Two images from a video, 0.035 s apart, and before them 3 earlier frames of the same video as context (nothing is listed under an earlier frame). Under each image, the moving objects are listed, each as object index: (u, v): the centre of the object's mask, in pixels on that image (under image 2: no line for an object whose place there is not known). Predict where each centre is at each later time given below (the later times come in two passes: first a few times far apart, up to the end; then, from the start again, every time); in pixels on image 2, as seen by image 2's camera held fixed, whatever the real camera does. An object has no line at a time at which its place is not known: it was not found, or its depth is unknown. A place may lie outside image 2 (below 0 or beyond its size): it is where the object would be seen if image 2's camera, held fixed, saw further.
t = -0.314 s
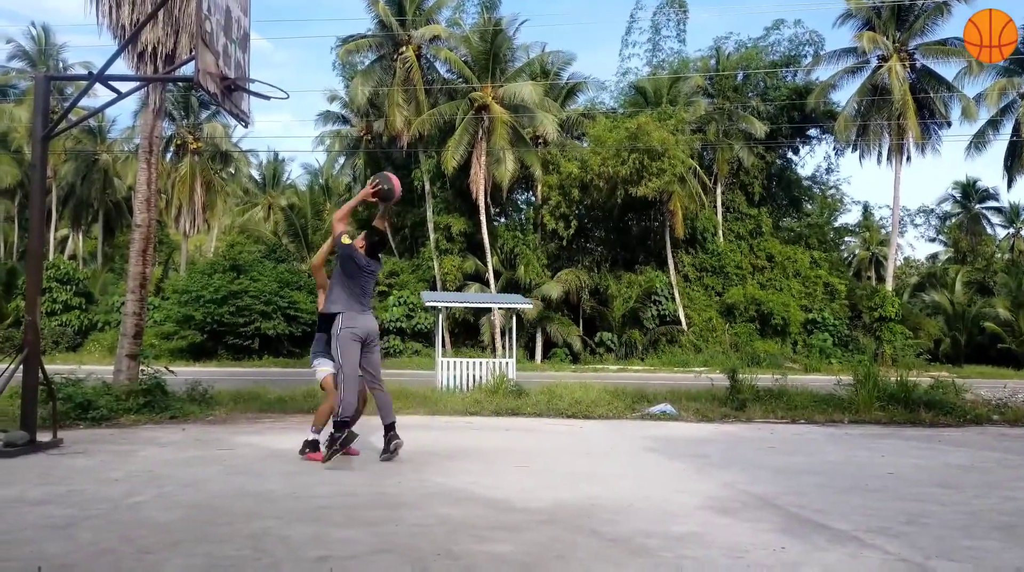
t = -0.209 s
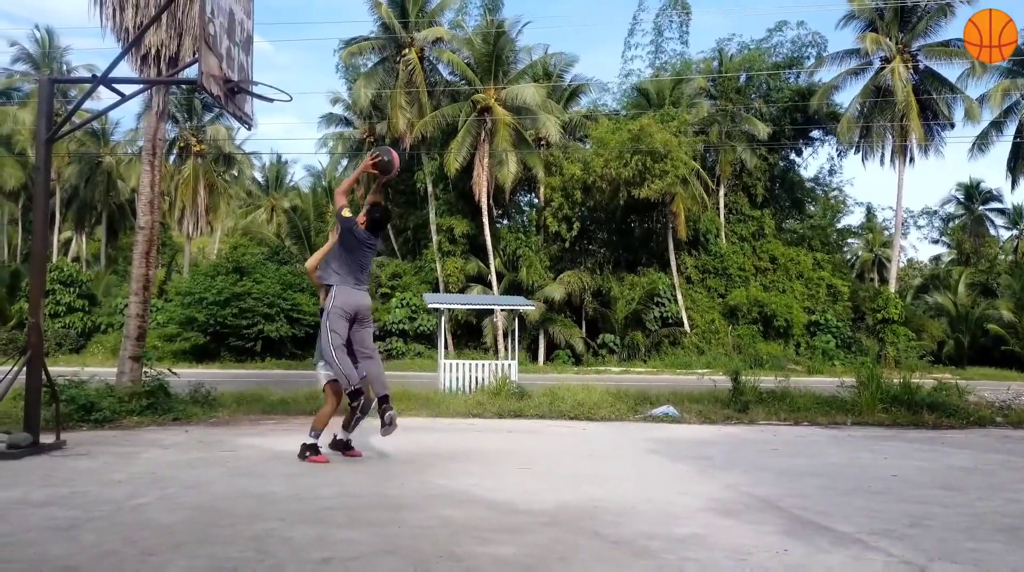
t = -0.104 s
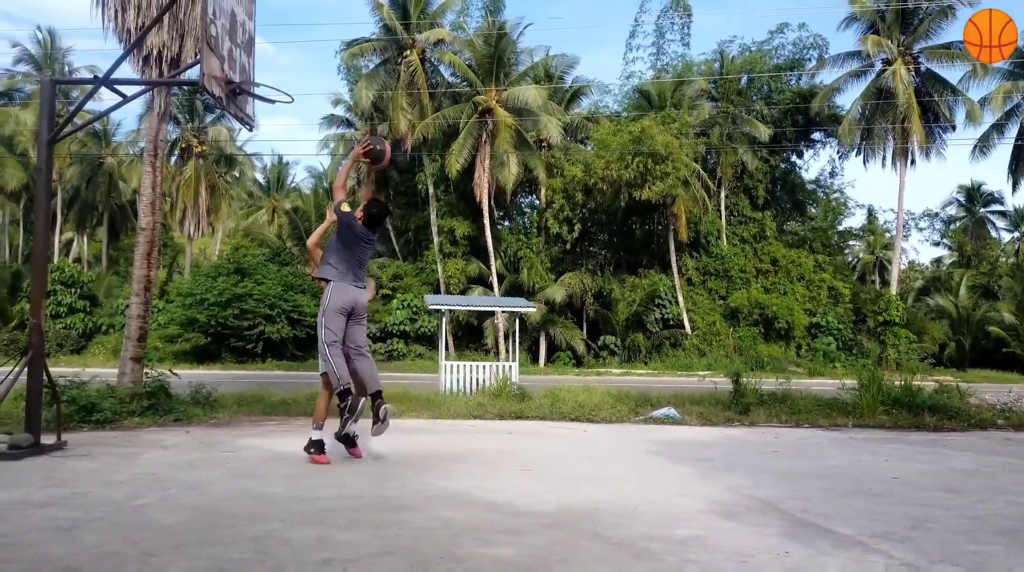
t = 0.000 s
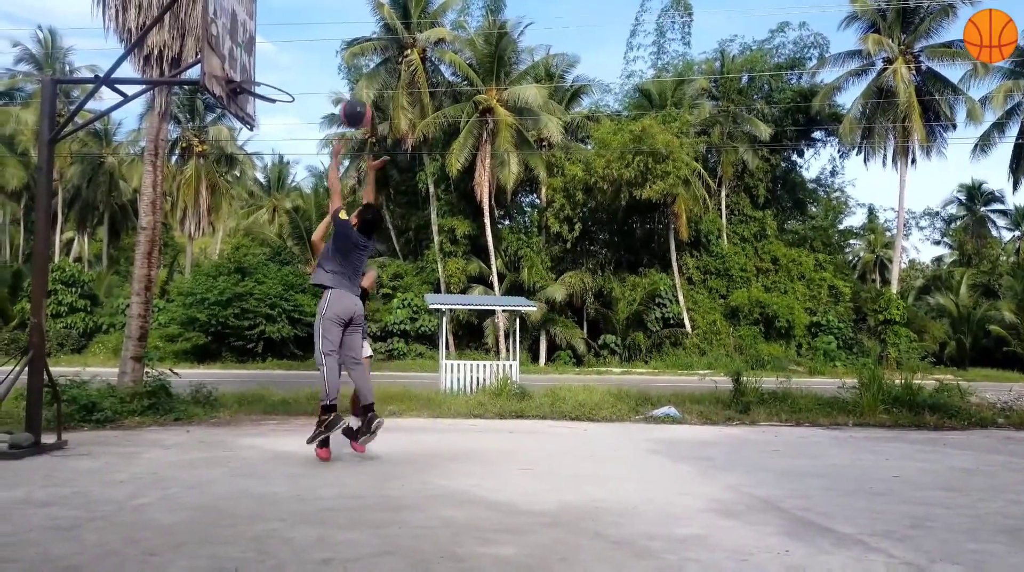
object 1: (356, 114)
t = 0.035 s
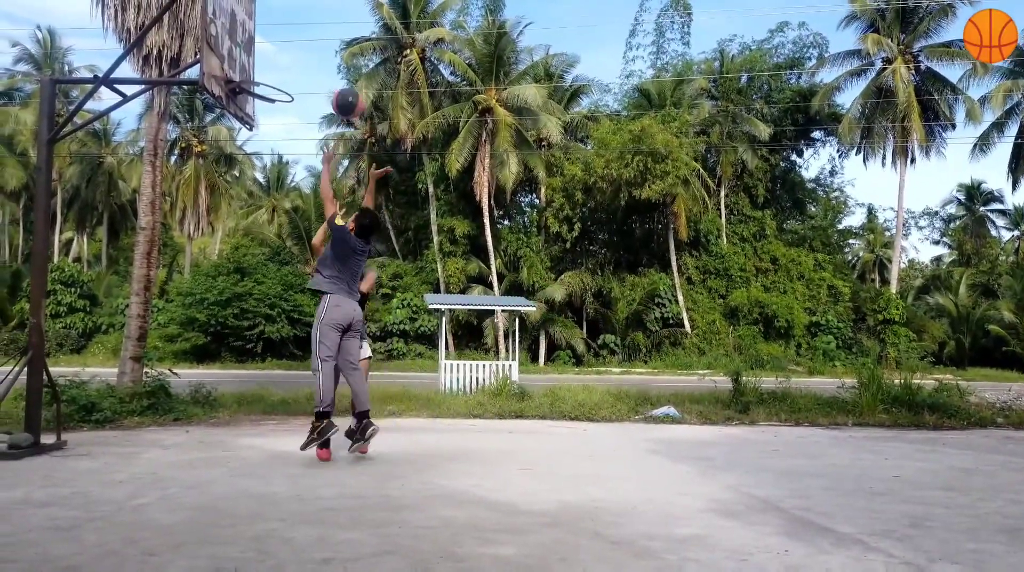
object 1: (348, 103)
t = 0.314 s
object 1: (292, 71)
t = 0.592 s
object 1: (271, 86)
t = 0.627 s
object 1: (269, 93)
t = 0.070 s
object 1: (341, 95)
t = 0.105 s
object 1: (334, 87)
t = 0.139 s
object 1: (326, 81)
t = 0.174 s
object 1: (320, 76)
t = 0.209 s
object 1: (313, 73)
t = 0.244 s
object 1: (306, 71)
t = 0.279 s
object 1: (299, 70)
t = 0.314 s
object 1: (292, 71)
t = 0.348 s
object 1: (284, 72)
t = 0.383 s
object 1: (277, 76)
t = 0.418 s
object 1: (277, 74)
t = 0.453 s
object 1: (276, 72)
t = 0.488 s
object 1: (275, 72)
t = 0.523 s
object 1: (273, 77)
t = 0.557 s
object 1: (272, 81)
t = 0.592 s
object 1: (271, 86)
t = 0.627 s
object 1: (269, 93)
